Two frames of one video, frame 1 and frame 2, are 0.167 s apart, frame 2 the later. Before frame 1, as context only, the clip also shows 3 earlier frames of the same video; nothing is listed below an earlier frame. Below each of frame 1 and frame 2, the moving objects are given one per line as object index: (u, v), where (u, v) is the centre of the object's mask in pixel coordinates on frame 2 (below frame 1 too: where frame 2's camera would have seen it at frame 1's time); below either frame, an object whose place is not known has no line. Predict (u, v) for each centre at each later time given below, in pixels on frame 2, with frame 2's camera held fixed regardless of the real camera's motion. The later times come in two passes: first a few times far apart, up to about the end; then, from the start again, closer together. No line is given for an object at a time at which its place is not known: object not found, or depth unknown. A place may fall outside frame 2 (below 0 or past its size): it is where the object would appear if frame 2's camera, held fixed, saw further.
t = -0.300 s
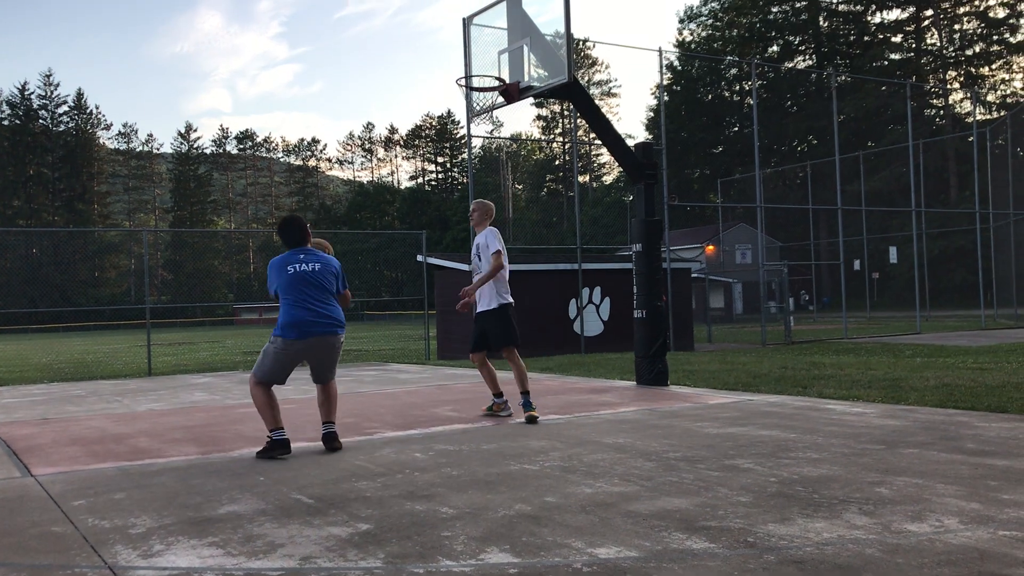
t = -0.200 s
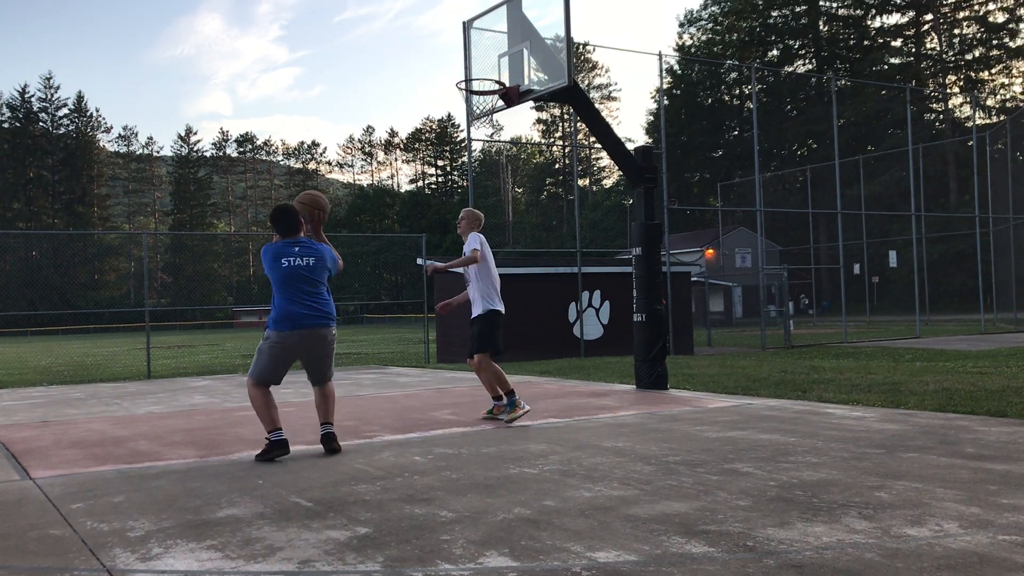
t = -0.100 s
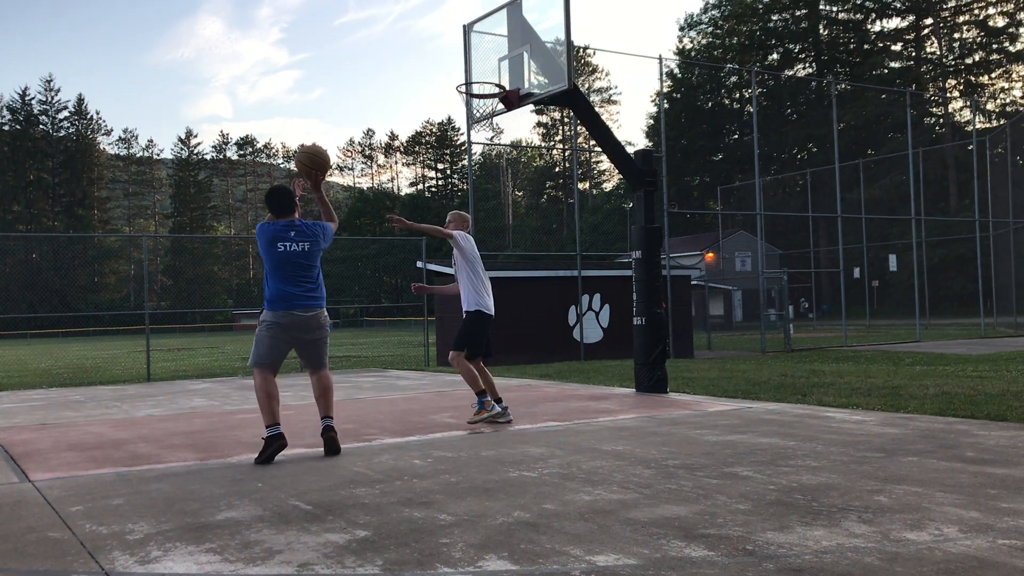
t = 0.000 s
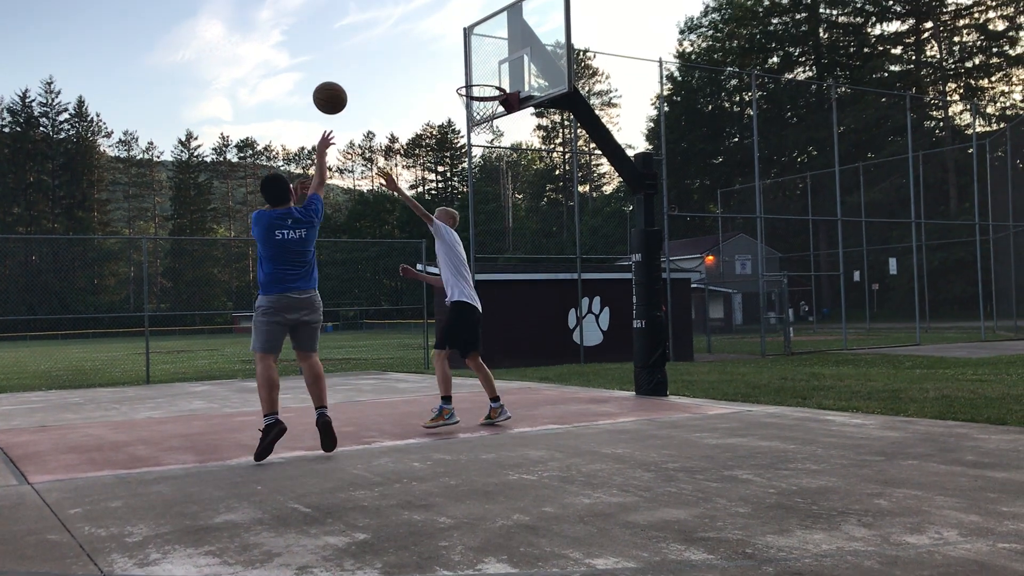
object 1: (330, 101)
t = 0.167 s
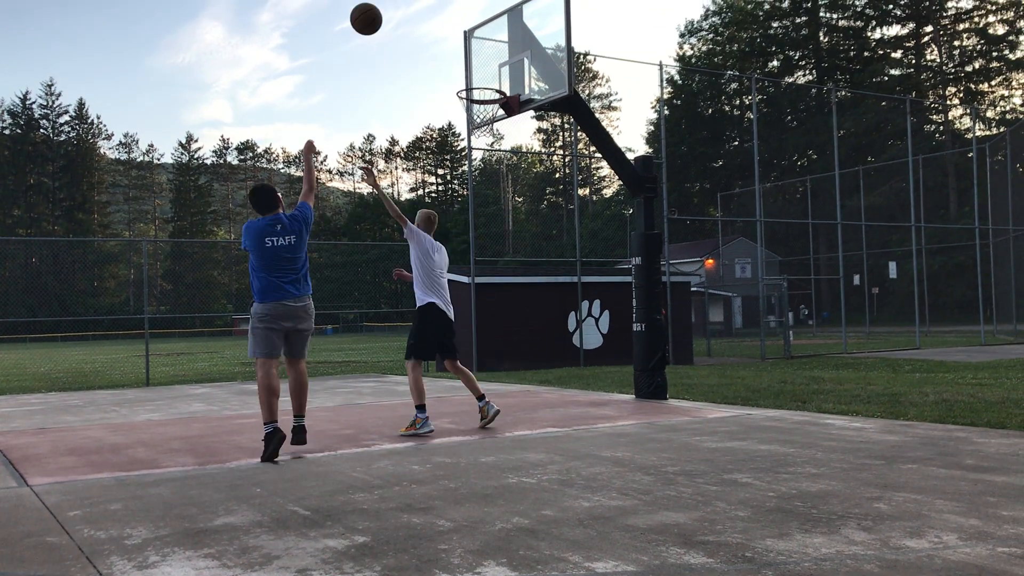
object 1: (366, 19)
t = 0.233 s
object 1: (379, 6)
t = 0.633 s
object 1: (448, 6)
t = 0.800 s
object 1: (473, 41)
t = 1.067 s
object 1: (473, 134)
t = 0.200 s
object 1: (373, 10)
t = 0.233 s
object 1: (379, 6)
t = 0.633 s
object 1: (448, 6)
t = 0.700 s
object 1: (458, 14)
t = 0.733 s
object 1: (463, 19)
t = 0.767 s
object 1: (468, 30)
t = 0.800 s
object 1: (473, 41)
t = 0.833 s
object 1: (478, 53)
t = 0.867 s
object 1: (482, 66)
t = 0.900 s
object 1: (487, 80)
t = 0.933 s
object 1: (492, 95)
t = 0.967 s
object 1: (488, 106)
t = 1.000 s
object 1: (482, 119)
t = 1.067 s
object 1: (473, 134)
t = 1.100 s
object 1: (469, 142)
